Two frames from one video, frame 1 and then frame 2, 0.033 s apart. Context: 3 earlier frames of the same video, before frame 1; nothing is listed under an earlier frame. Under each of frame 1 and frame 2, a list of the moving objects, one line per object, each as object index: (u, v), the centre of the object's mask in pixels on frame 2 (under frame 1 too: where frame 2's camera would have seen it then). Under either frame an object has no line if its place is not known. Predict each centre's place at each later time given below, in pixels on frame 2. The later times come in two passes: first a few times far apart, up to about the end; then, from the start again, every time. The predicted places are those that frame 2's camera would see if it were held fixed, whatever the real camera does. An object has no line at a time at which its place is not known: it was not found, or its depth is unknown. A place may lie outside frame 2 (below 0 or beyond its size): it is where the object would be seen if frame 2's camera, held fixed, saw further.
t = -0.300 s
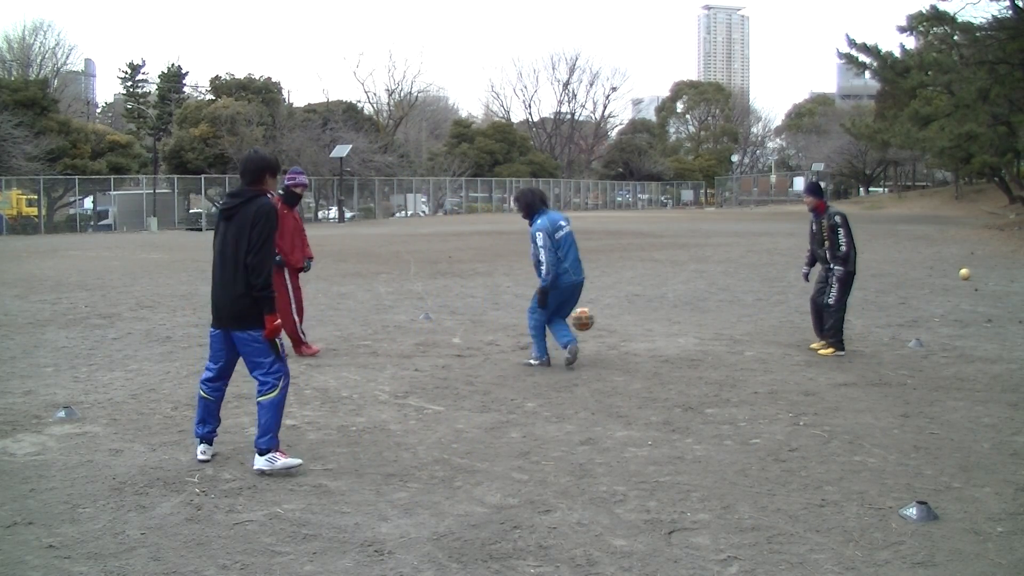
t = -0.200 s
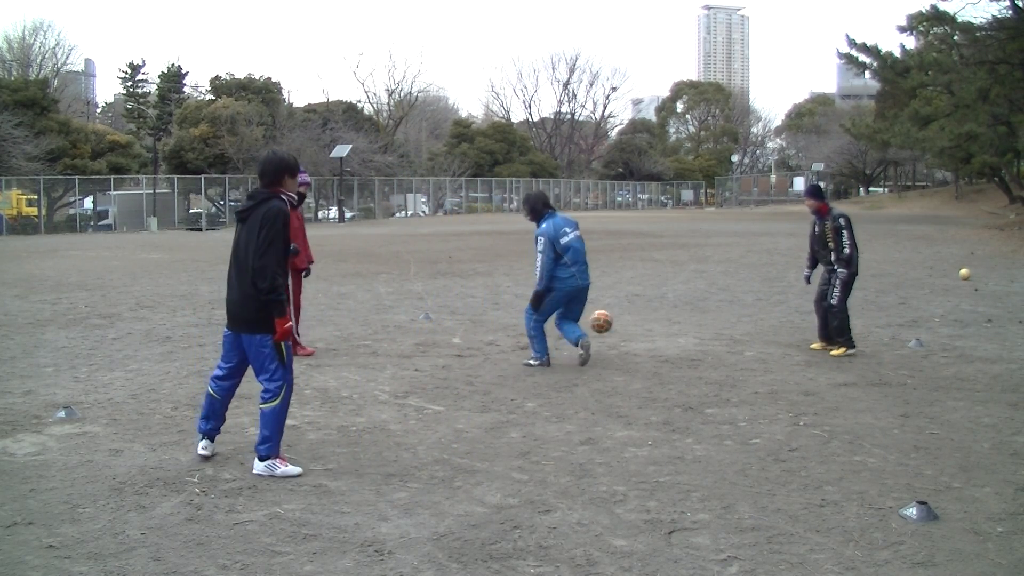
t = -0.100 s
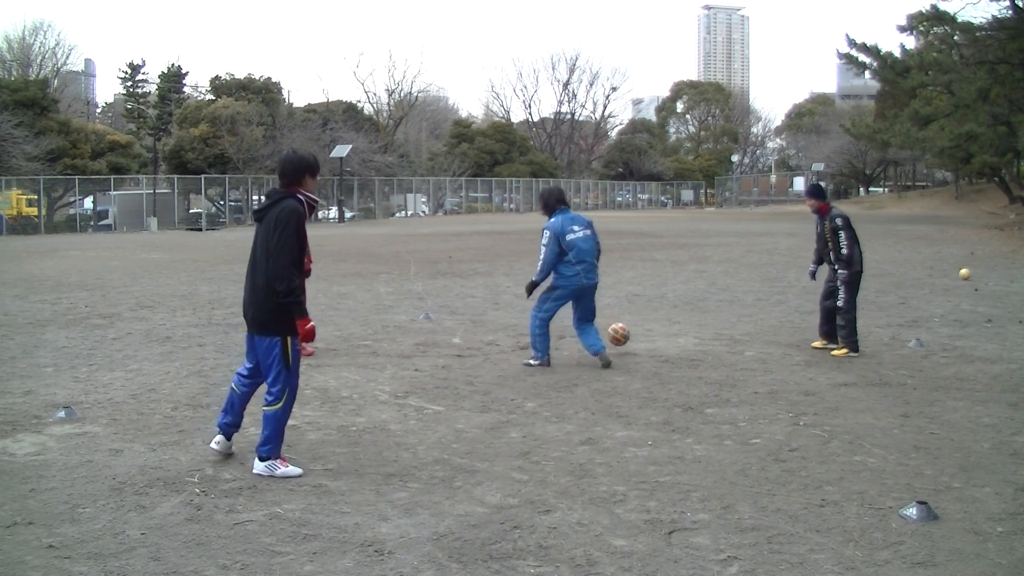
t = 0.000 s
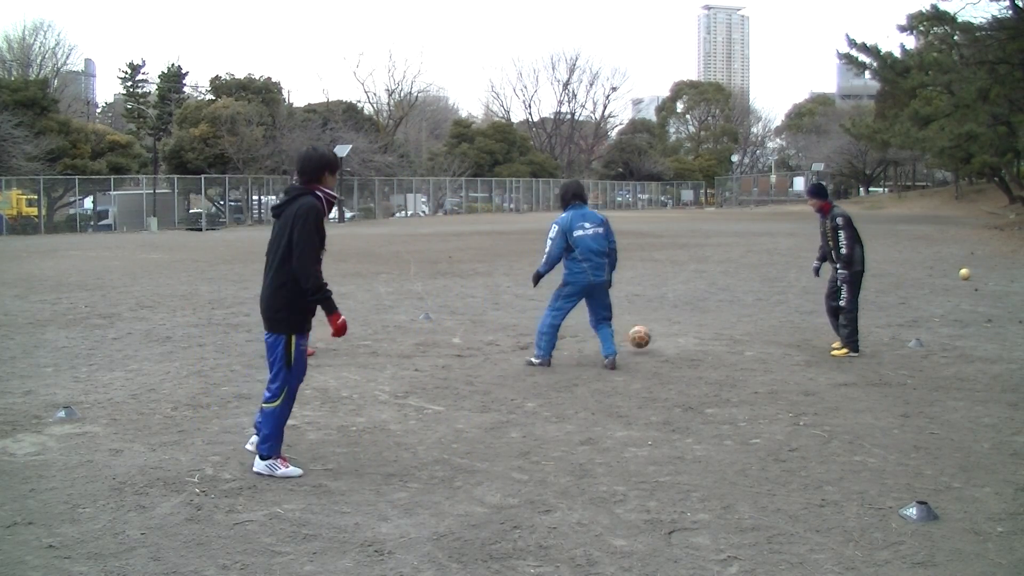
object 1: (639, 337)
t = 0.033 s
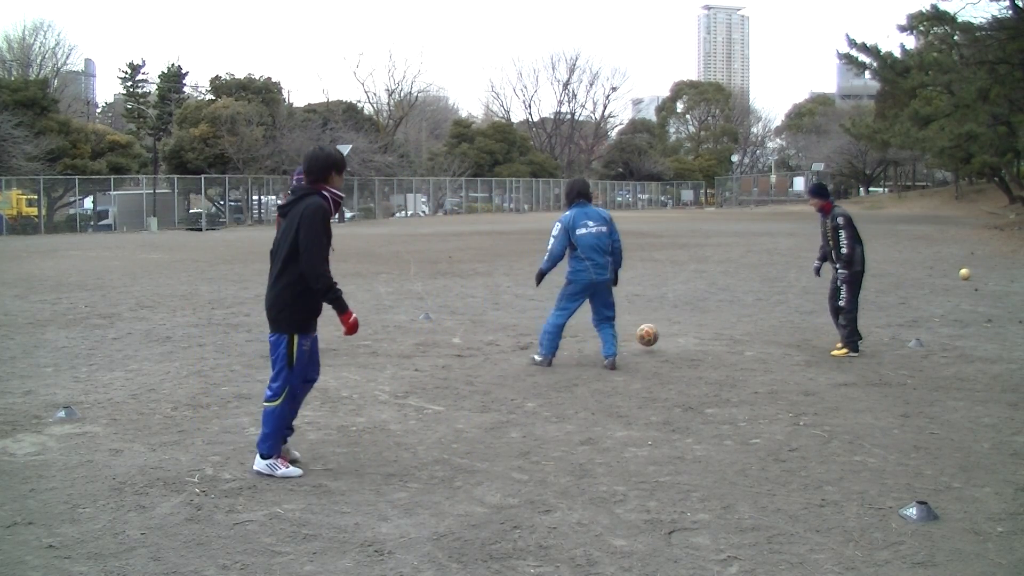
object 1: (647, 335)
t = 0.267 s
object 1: (700, 335)
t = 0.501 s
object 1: (747, 336)
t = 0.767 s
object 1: (796, 333)
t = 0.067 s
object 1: (655, 334)
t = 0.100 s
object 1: (663, 335)
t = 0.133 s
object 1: (671, 336)
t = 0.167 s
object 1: (678, 339)
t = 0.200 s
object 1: (686, 338)
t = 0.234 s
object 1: (693, 336)
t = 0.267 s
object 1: (700, 335)
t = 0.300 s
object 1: (706, 335)
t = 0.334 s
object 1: (714, 337)
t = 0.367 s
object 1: (720, 338)
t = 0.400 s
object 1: (727, 336)
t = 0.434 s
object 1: (733, 336)
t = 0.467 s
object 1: (740, 337)
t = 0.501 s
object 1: (747, 336)
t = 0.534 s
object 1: (753, 336)
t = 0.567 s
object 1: (759, 336)
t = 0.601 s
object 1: (766, 337)
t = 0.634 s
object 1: (772, 336)
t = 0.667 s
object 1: (778, 336)
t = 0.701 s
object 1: (785, 336)
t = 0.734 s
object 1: (791, 336)
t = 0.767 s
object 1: (796, 333)
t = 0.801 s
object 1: (801, 330)
